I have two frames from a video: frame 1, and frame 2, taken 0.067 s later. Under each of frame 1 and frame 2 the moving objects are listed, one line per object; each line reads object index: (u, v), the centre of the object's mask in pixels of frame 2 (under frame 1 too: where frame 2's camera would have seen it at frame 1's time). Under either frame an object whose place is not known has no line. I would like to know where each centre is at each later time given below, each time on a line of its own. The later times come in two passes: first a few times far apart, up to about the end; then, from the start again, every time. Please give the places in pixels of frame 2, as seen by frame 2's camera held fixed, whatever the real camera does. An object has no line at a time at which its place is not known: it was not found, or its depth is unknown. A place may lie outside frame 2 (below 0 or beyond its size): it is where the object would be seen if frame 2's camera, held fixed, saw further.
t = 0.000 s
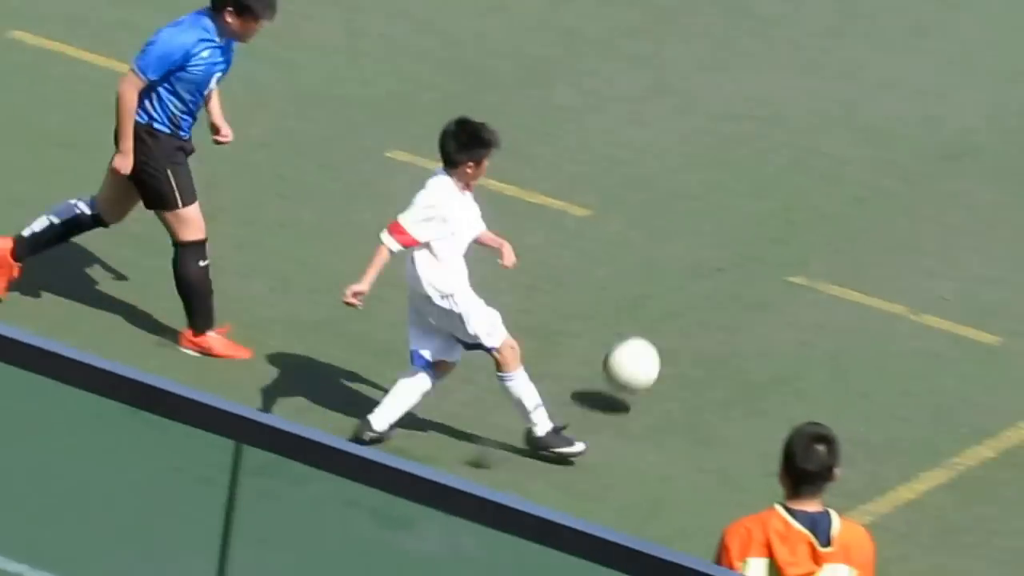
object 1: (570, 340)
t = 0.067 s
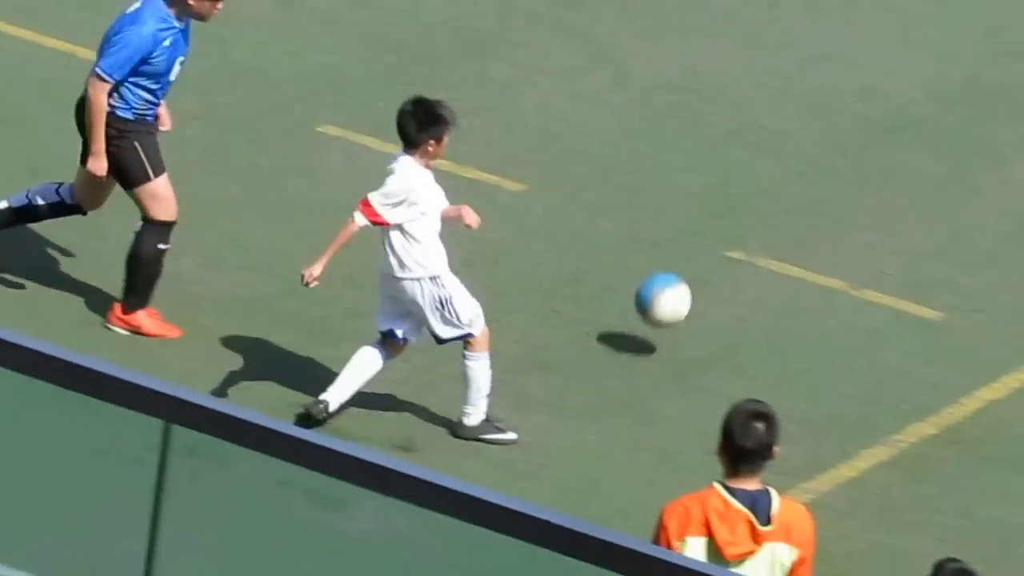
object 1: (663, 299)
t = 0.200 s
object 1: (830, 254)
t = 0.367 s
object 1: (1006, 184)
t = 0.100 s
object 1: (707, 284)
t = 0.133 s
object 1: (749, 271)
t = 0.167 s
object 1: (790, 261)
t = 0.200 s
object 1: (830, 254)
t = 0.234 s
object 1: (868, 251)
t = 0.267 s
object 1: (905, 239)
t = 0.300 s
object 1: (940, 218)
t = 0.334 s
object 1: (974, 201)
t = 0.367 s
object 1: (1006, 184)
